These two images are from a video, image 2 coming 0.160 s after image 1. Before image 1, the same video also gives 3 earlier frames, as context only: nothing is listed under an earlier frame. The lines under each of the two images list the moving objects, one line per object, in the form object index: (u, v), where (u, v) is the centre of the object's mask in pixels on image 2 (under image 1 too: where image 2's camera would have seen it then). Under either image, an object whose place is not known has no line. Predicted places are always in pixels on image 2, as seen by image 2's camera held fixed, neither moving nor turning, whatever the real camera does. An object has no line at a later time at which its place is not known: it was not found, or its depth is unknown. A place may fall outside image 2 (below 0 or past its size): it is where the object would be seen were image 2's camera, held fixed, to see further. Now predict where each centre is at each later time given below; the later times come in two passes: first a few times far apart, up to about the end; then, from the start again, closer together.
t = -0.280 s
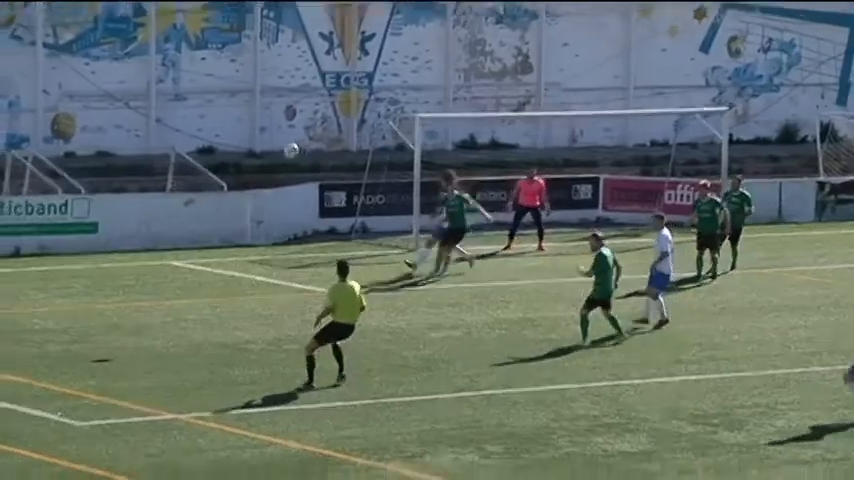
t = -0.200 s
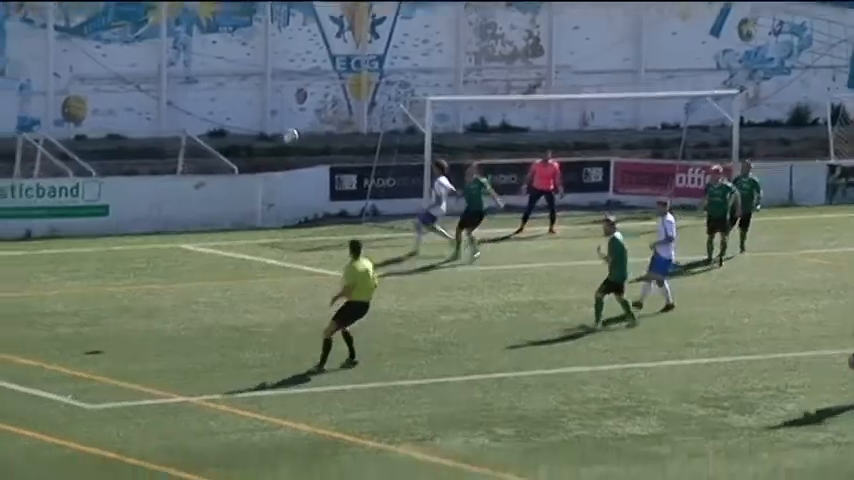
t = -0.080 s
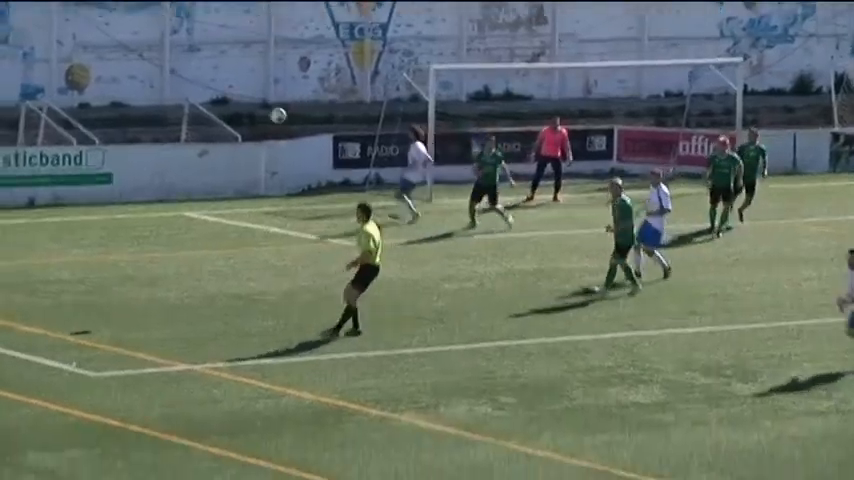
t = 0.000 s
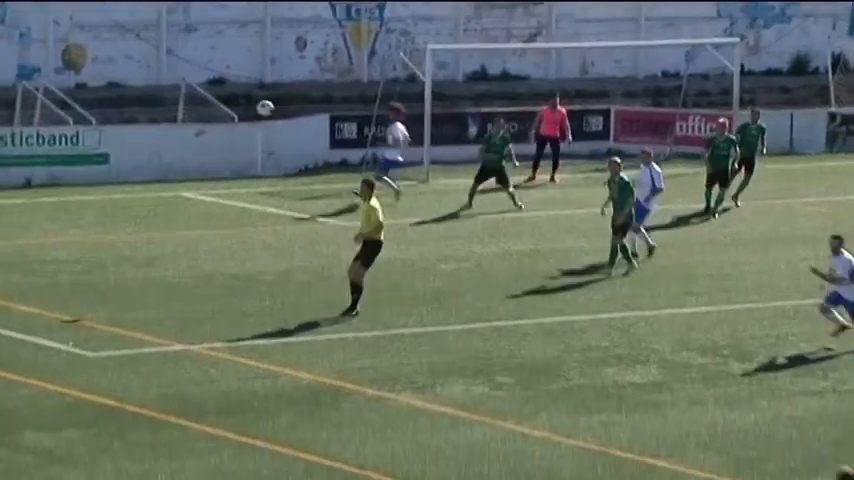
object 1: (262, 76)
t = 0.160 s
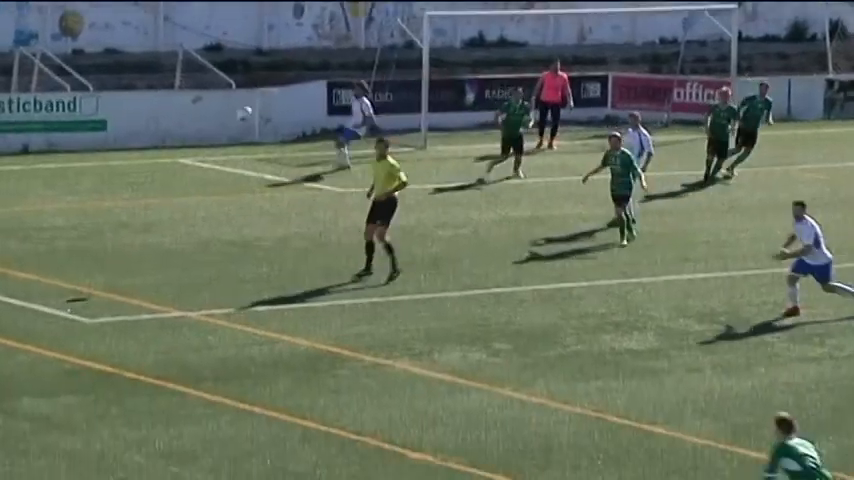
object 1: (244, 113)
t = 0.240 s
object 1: (237, 139)
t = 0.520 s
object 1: (218, 274)
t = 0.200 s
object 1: (240, 128)
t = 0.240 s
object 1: (237, 139)
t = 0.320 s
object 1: (233, 172)
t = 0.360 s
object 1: (229, 191)
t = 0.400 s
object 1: (228, 207)
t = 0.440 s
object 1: (225, 231)
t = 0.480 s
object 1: (221, 252)
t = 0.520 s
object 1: (218, 274)
